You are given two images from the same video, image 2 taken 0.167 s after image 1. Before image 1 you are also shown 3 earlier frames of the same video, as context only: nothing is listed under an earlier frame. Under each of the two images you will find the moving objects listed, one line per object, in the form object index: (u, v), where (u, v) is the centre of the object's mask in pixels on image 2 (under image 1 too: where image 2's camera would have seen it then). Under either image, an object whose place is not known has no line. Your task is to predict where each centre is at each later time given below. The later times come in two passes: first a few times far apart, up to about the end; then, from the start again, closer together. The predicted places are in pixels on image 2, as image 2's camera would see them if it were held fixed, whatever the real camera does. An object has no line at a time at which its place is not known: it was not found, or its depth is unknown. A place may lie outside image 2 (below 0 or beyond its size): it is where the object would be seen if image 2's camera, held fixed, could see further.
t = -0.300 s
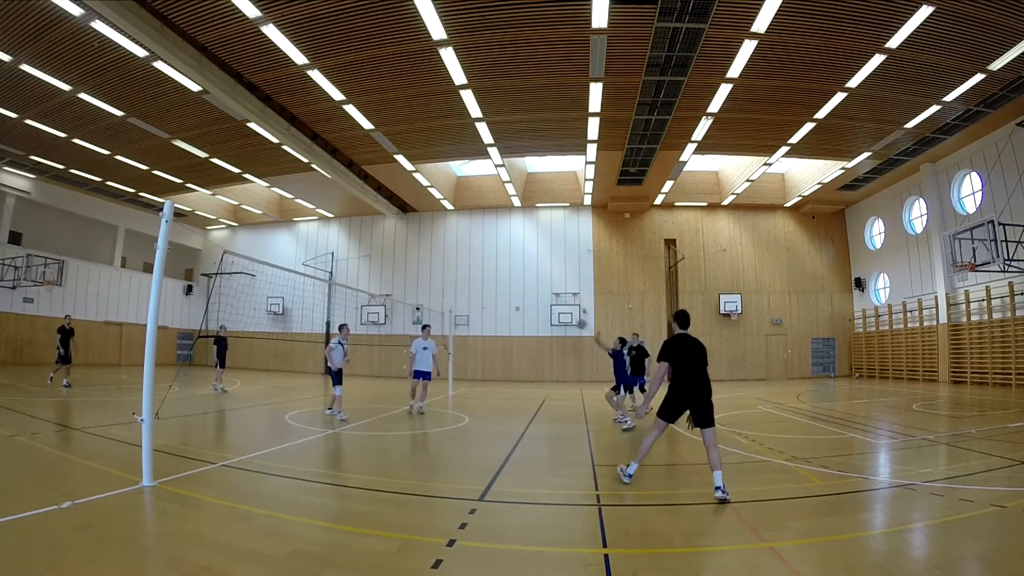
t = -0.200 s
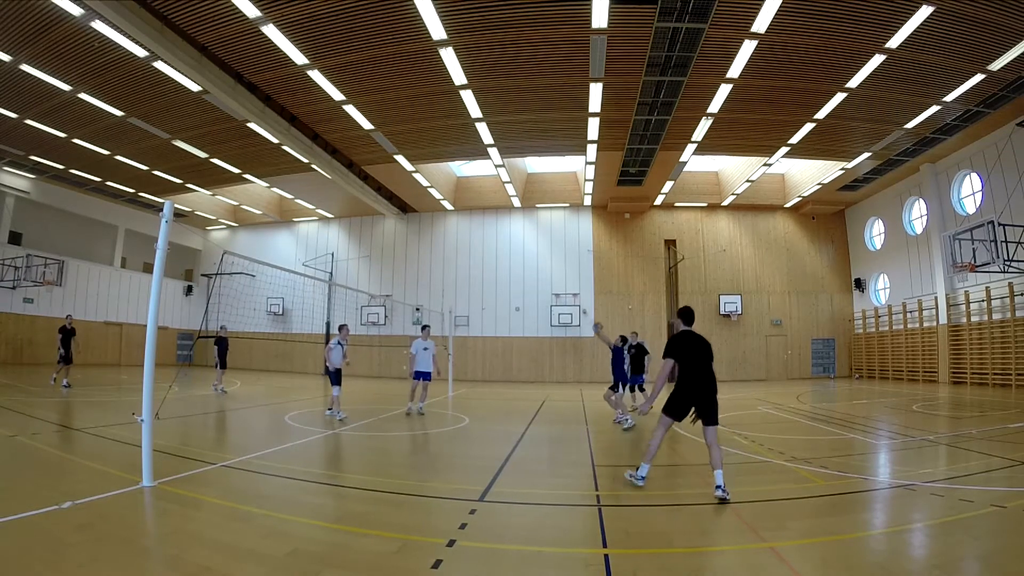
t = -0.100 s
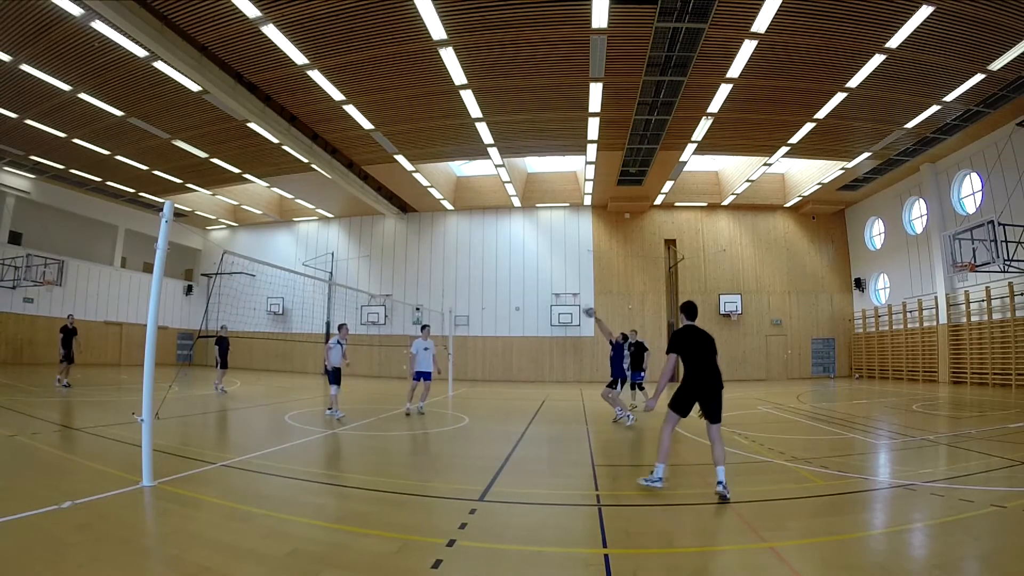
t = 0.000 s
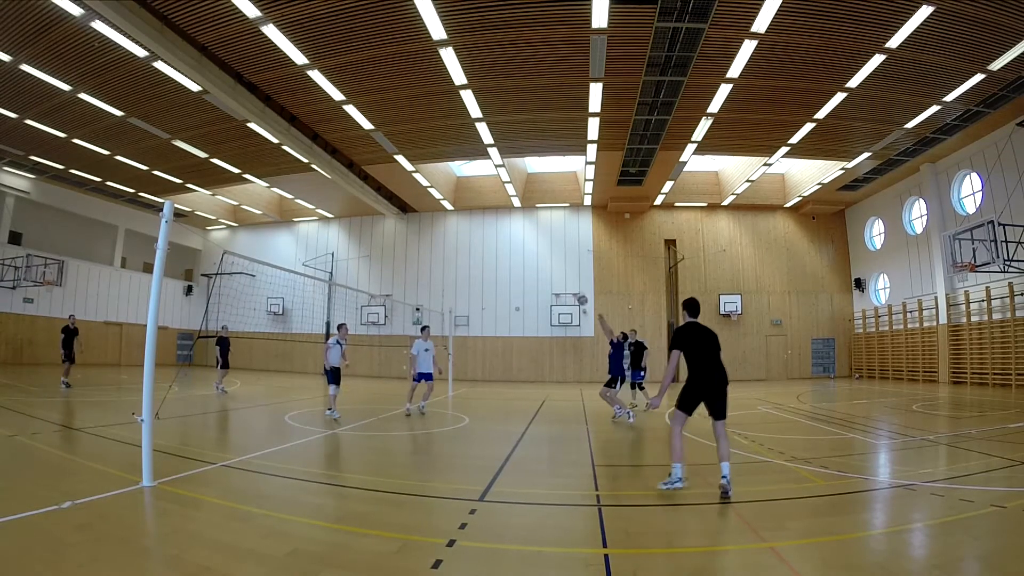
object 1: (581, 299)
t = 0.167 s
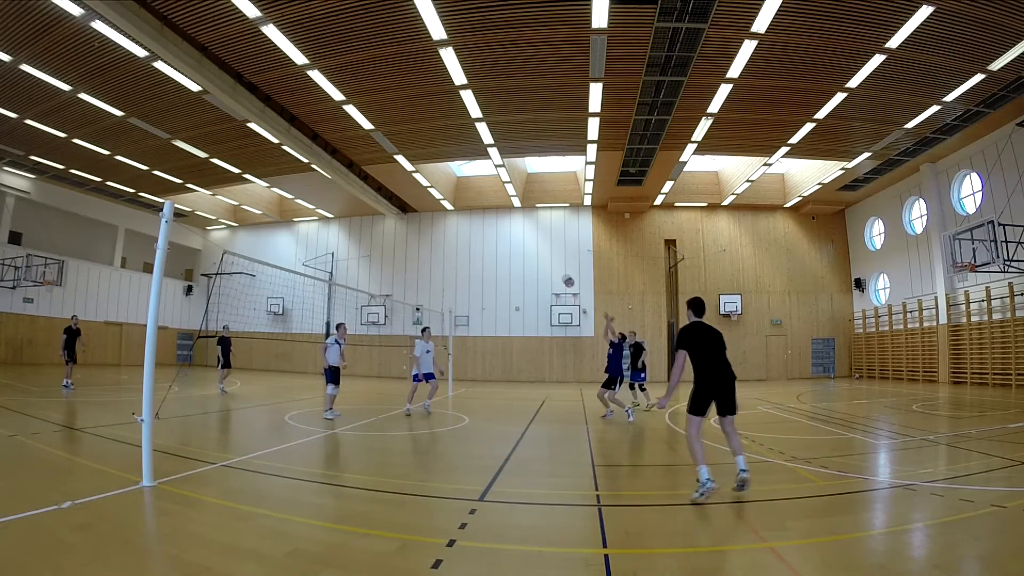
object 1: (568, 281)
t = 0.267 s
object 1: (560, 273)
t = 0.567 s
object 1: (534, 254)
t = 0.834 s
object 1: (496, 254)
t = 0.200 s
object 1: (565, 278)
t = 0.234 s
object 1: (563, 275)
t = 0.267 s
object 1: (560, 273)
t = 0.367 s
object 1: (553, 265)
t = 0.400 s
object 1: (550, 263)
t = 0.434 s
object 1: (548, 261)
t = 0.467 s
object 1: (545, 259)
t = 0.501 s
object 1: (542, 258)
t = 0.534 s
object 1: (539, 256)
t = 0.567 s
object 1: (534, 254)
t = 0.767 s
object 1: (505, 251)
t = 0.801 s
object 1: (500, 252)
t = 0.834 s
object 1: (496, 254)
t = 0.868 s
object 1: (491, 257)
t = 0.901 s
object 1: (487, 260)
